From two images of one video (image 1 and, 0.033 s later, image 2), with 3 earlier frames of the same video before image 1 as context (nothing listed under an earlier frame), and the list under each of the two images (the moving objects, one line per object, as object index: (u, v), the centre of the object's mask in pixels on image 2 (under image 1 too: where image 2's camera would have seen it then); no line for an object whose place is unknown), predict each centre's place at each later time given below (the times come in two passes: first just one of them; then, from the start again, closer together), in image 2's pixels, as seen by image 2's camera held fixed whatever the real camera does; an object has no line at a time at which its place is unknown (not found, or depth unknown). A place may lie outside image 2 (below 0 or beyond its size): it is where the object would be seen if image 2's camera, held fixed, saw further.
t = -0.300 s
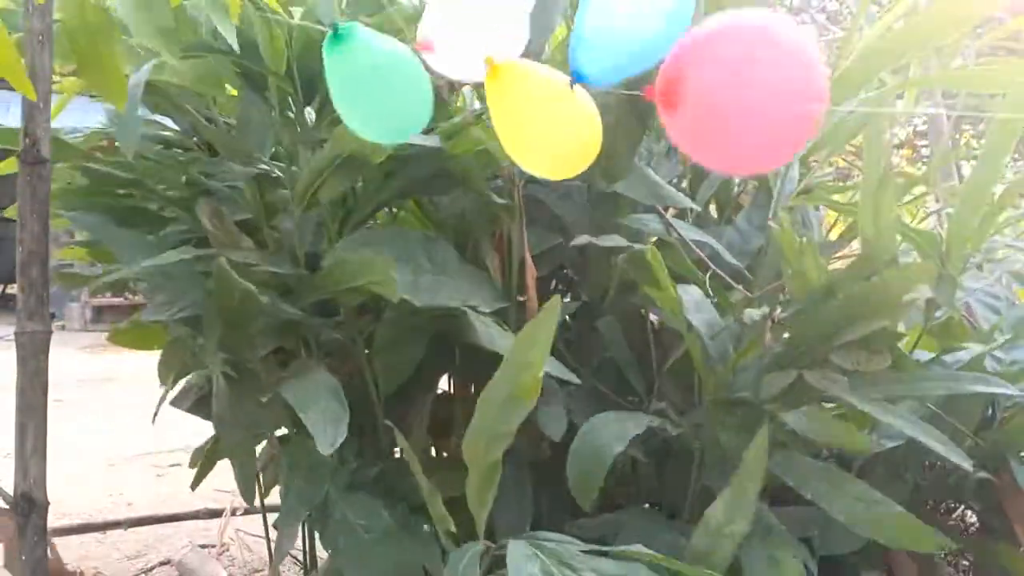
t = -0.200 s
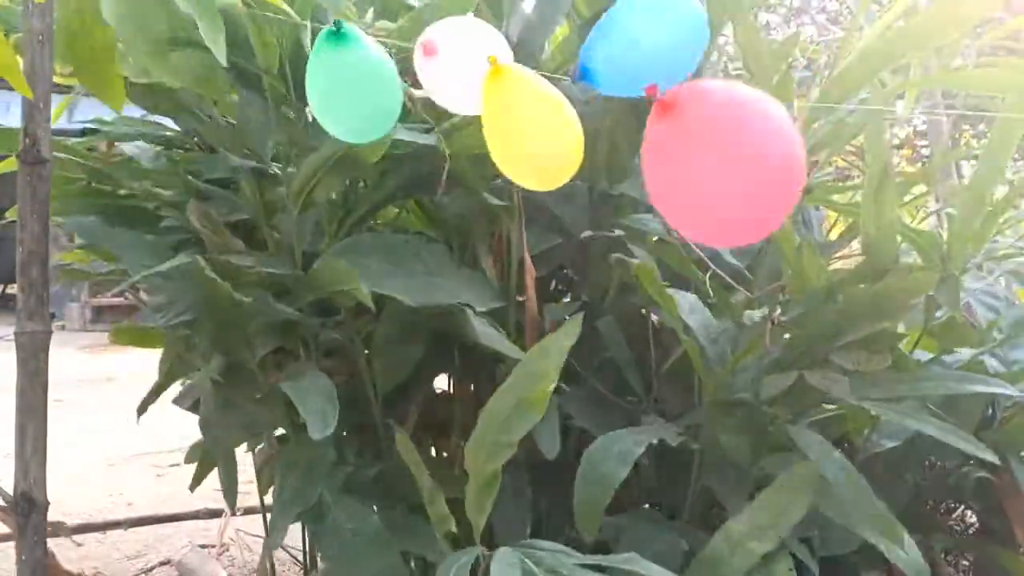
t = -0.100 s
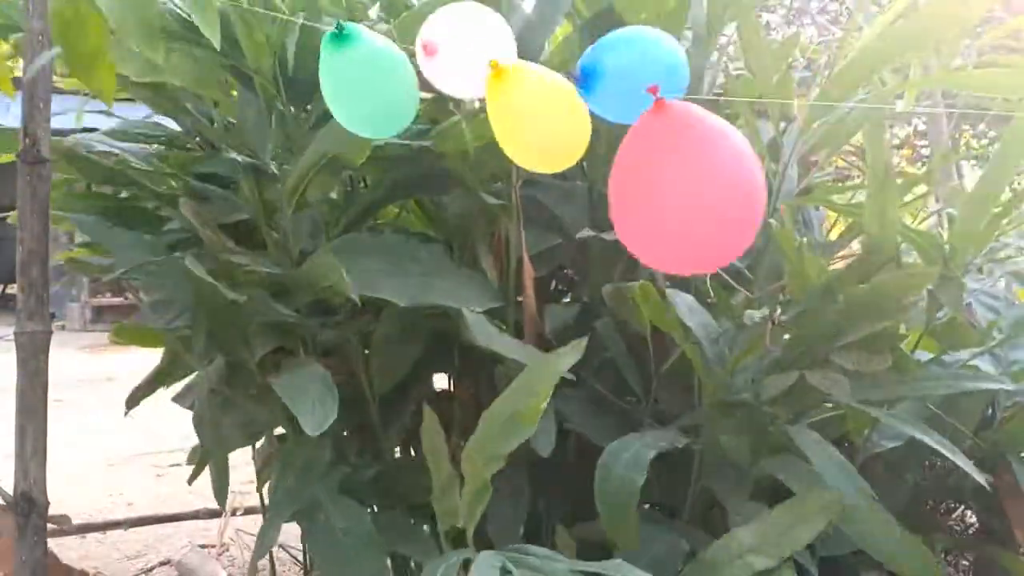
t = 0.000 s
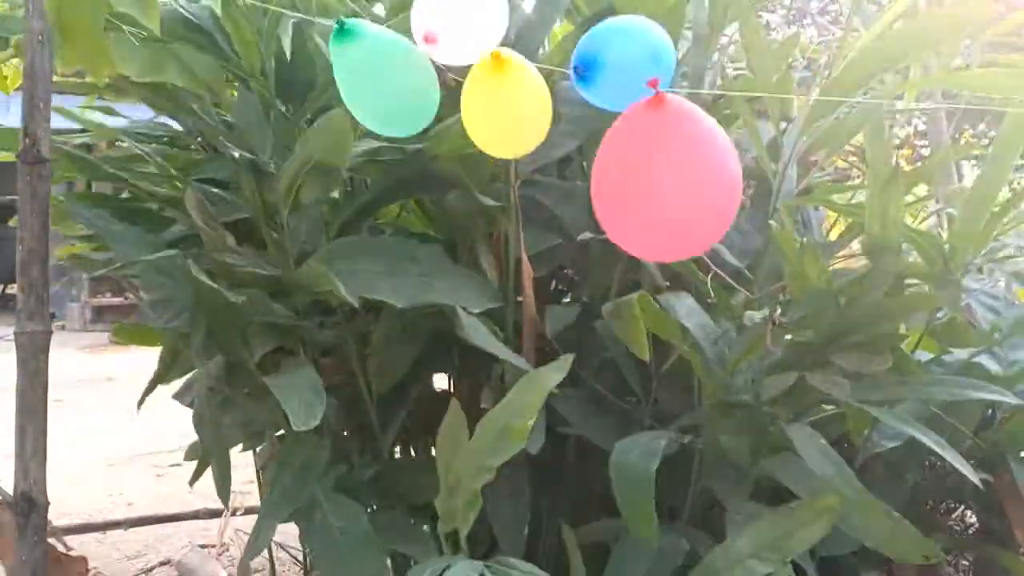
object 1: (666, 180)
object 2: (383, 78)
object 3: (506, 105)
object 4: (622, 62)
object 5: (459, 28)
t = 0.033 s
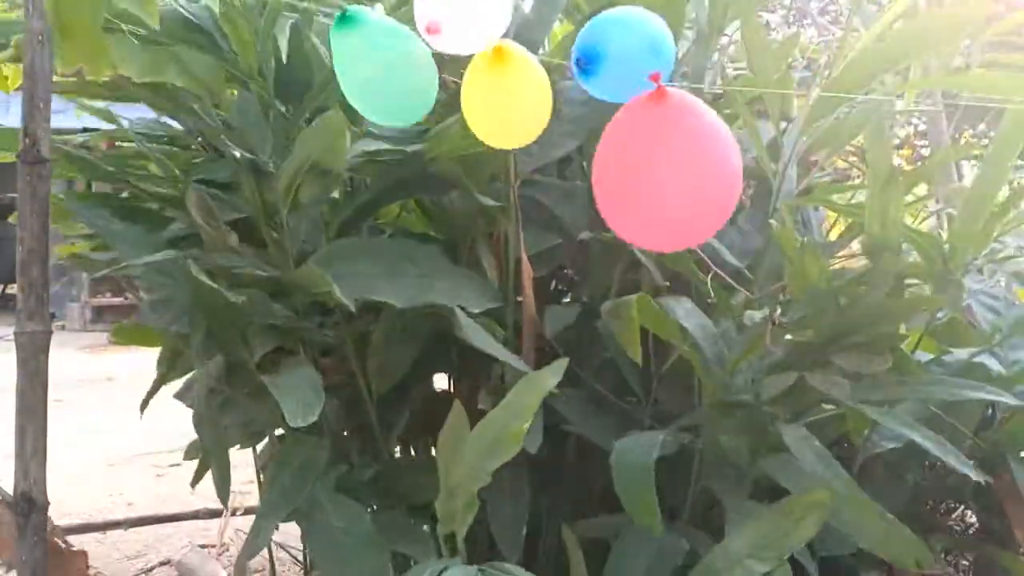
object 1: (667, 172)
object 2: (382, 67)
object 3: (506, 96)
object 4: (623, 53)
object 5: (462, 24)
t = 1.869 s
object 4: (602, 134)
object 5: (470, 83)
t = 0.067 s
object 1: (670, 159)
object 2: (381, 57)
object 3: (516, 85)
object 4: (619, 45)
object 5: (468, 18)
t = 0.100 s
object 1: (676, 142)
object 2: (383, 53)
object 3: (525, 75)
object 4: (615, 38)
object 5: (472, 14)
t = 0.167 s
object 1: (691, 99)
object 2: (389, 53)
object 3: (522, 70)
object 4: (619, 21)
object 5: (470, 11)
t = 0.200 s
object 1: (700, 76)
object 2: (390, 54)
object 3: (523, 70)
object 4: (615, 17)
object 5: (467, 11)
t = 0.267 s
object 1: (714, 52)
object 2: (386, 52)
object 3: (535, 71)
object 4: (603, 16)
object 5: (471, 11)
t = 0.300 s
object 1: (720, 47)
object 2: (382, 50)
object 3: (544, 72)
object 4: (599, 18)
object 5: (469, 15)
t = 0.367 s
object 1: (733, 47)
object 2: (377, 52)
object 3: (544, 87)
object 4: (601, 21)
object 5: (467, 27)
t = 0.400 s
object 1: (741, 52)
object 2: (375, 56)
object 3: (541, 100)
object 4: (605, 28)
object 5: (470, 31)
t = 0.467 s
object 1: (757, 72)
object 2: (374, 66)
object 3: (531, 118)
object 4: (606, 52)
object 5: (467, 39)
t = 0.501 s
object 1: (761, 90)
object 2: (372, 73)
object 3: (526, 128)
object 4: (606, 72)
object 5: (465, 41)
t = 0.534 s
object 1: (759, 116)
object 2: (370, 80)
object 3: (521, 137)
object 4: (602, 88)
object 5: (466, 43)
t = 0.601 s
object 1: (743, 169)
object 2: (369, 90)
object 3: (515, 158)
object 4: (601, 112)
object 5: (476, 48)
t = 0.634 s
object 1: (730, 195)
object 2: (370, 98)
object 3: (513, 165)
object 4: (605, 123)
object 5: (481, 53)
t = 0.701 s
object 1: (697, 236)
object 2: (376, 112)
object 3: (510, 176)
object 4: (609, 134)
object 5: (483, 64)
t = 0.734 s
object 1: (681, 249)
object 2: (376, 116)
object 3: (511, 178)
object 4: (606, 136)
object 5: (482, 68)
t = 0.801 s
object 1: (650, 253)
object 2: (371, 122)
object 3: (512, 176)
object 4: (604, 136)
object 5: (473, 78)
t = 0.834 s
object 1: (640, 248)
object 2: (367, 124)
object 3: (511, 175)
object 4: (603, 124)
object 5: (466, 81)
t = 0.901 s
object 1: (629, 229)
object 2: (360, 129)
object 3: (513, 168)
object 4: (605, 103)
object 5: (457, 84)
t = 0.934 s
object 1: (629, 218)
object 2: (357, 132)
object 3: (514, 161)
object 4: (608, 93)
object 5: (453, 81)
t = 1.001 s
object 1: (636, 198)
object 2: (356, 132)
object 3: (517, 148)
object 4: (614, 72)
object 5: (451, 77)
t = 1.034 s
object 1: (642, 189)
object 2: (358, 130)
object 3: (520, 142)
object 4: (617, 64)
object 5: (450, 74)
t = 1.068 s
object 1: (649, 182)
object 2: (361, 126)
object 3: (522, 136)
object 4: (620, 57)
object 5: (450, 72)
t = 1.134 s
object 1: (662, 172)
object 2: (370, 117)
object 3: (526, 123)
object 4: (620, 51)
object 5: (449, 66)
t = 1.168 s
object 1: (668, 167)
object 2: (375, 112)
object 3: (527, 118)
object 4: (615, 52)
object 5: (449, 64)
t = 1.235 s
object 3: (526, 119)
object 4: (603, 58)
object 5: (450, 59)
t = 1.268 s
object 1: (682, 153)
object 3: (522, 125)
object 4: (601, 58)
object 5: (450, 57)
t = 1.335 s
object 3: (515, 138)
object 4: (596, 59)
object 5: (455, 54)
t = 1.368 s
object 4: (595, 60)
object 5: (459, 55)
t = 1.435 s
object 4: (592, 66)
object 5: (467, 63)
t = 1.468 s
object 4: (587, 73)
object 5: (470, 70)
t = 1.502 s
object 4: (583, 85)
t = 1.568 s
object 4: (578, 106)
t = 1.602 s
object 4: (579, 116)
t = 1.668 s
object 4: (582, 133)
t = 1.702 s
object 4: (585, 140)
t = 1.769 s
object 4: (593, 149)
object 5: (450, 107)
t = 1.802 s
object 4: (597, 147)
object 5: (454, 100)
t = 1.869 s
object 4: (602, 134)
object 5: (470, 83)
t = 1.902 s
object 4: (605, 125)
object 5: (478, 75)
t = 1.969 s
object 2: (349, 77)
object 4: (619, 106)
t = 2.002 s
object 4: (628, 99)
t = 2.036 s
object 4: (634, 93)
